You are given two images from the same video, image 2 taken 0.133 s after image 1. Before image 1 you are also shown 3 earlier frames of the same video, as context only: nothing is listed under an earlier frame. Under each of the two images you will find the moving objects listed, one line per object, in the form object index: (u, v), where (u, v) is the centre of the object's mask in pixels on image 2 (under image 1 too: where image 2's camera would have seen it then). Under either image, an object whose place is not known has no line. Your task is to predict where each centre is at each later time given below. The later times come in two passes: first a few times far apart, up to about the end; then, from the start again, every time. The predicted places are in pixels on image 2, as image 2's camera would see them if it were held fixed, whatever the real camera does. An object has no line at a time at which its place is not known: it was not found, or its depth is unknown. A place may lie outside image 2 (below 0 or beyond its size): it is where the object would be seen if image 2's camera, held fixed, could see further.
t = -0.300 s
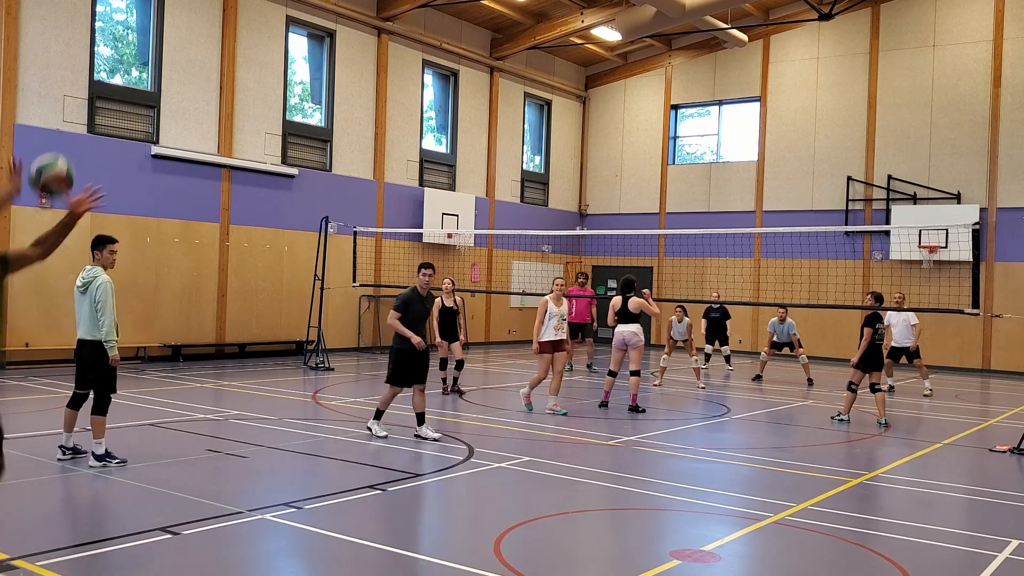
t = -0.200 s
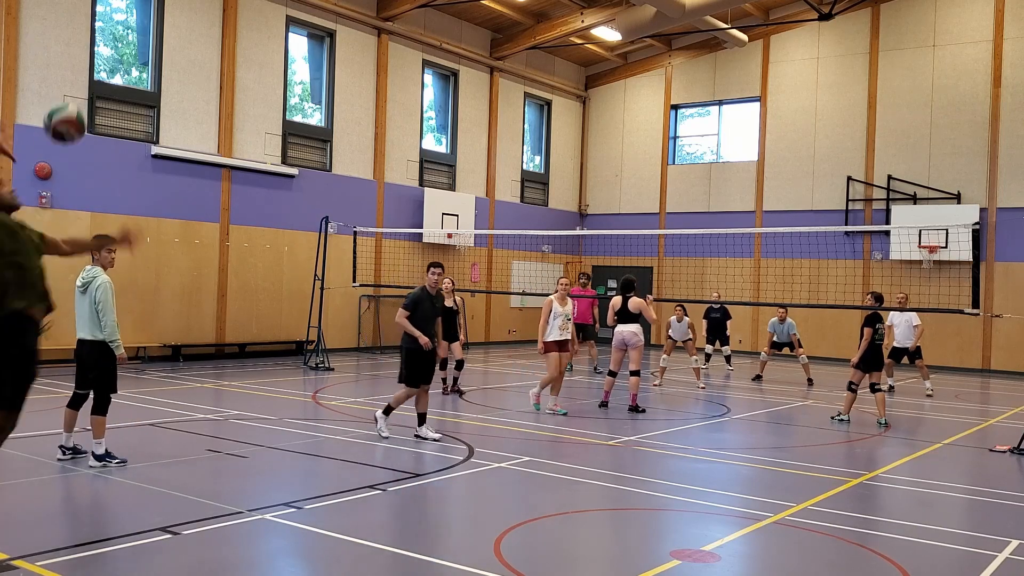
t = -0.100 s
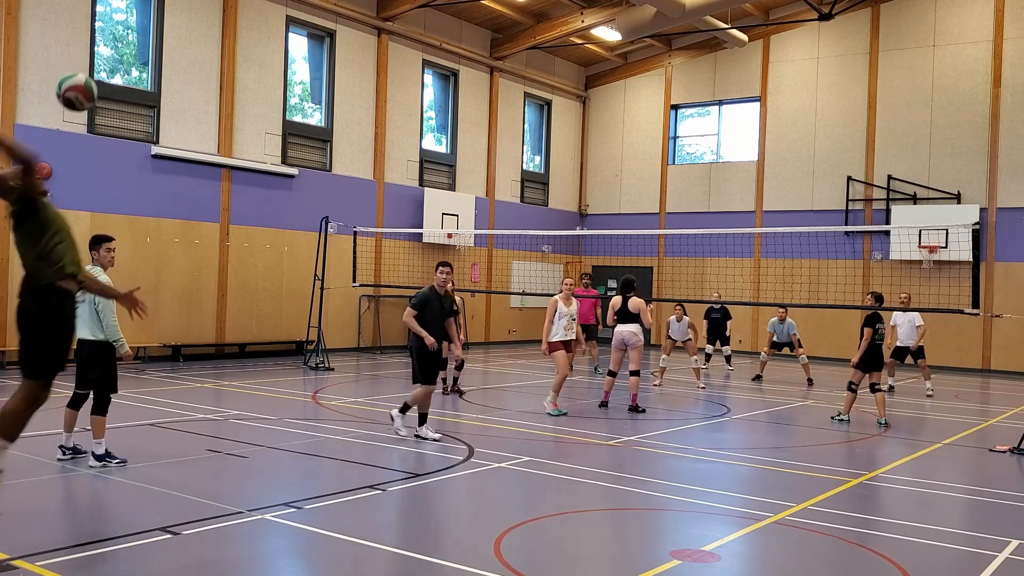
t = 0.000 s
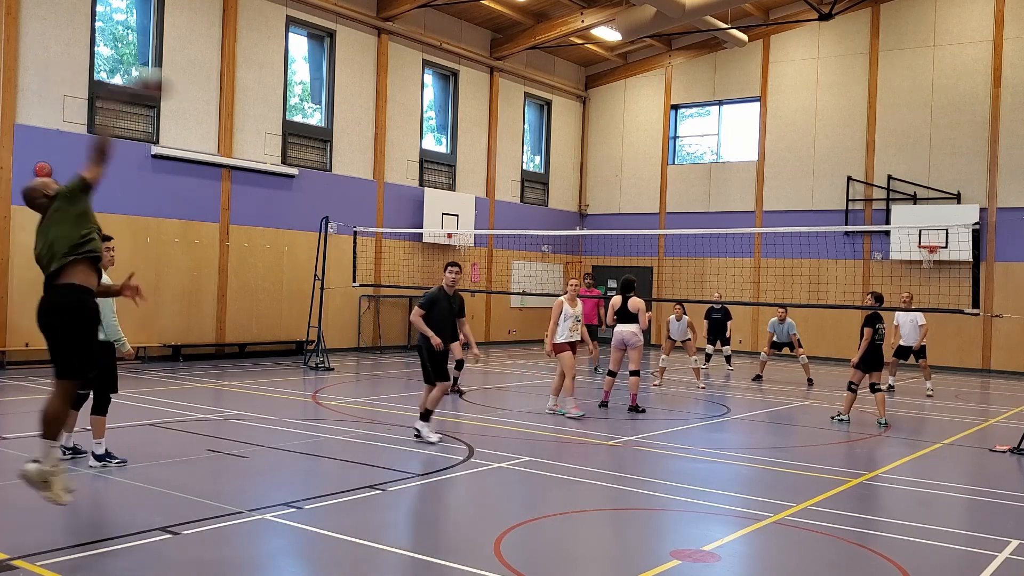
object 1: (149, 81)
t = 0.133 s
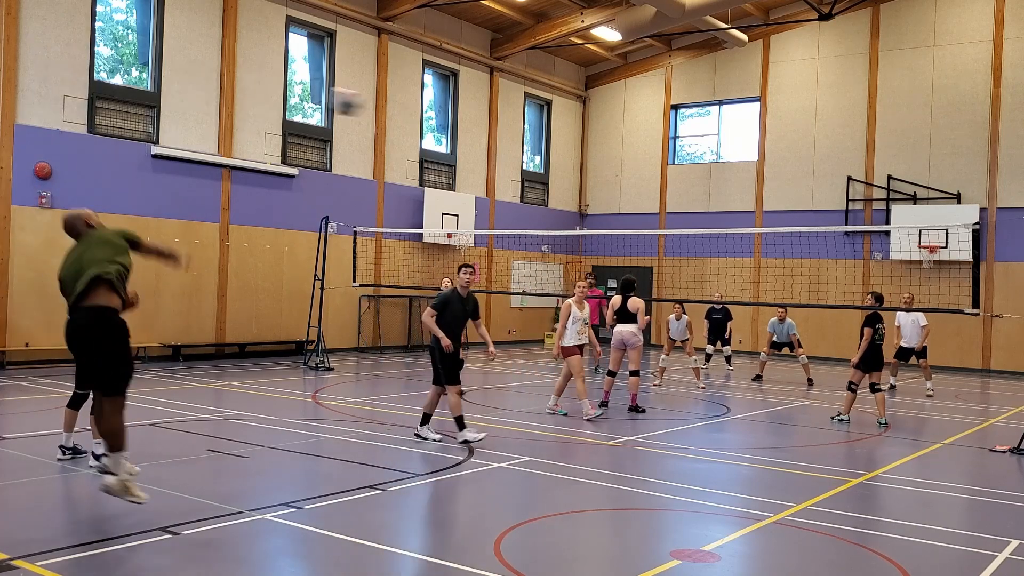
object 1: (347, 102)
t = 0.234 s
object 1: (446, 122)
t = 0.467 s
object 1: (594, 189)
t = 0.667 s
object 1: (663, 255)
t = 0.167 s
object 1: (381, 107)
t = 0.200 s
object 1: (412, 115)
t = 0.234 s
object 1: (446, 122)
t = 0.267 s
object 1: (471, 132)
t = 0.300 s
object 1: (497, 140)
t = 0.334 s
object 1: (518, 149)
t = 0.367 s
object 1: (541, 157)
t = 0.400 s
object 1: (559, 168)
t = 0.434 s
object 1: (577, 178)
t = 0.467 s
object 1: (594, 189)
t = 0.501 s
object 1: (609, 199)
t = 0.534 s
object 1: (624, 210)
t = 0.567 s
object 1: (638, 220)
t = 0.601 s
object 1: (651, 231)
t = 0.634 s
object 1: (660, 242)
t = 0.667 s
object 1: (663, 255)
